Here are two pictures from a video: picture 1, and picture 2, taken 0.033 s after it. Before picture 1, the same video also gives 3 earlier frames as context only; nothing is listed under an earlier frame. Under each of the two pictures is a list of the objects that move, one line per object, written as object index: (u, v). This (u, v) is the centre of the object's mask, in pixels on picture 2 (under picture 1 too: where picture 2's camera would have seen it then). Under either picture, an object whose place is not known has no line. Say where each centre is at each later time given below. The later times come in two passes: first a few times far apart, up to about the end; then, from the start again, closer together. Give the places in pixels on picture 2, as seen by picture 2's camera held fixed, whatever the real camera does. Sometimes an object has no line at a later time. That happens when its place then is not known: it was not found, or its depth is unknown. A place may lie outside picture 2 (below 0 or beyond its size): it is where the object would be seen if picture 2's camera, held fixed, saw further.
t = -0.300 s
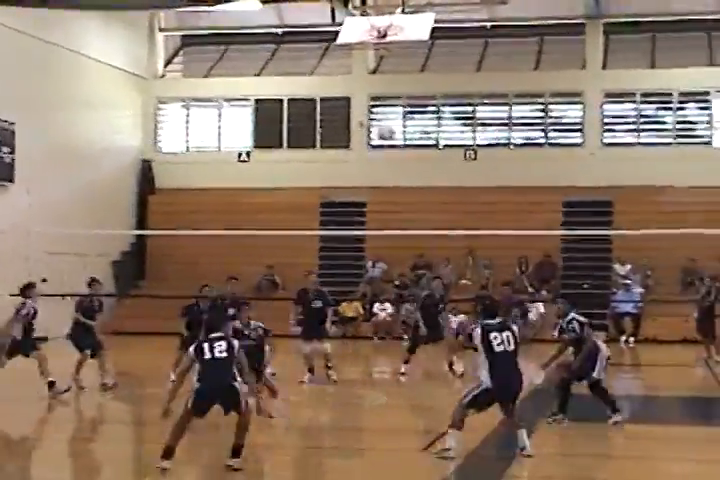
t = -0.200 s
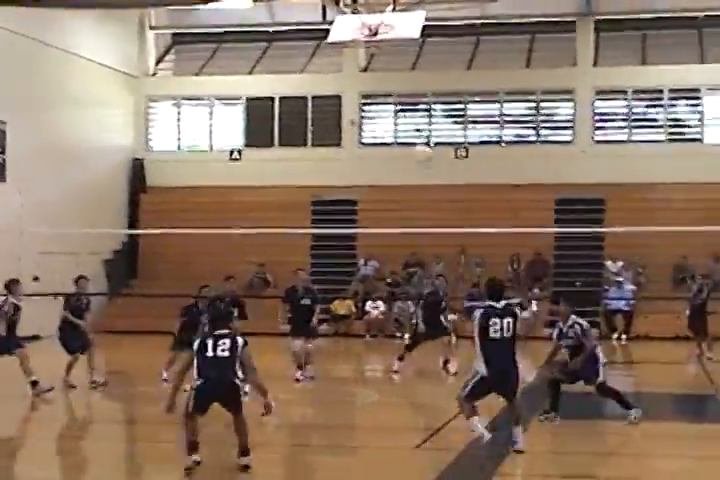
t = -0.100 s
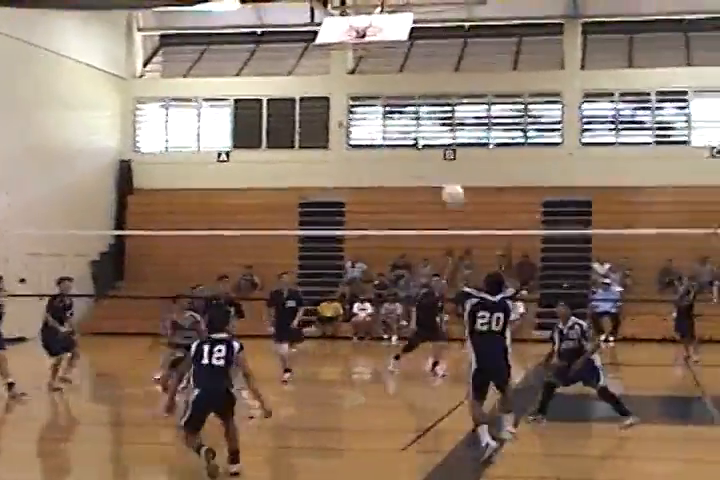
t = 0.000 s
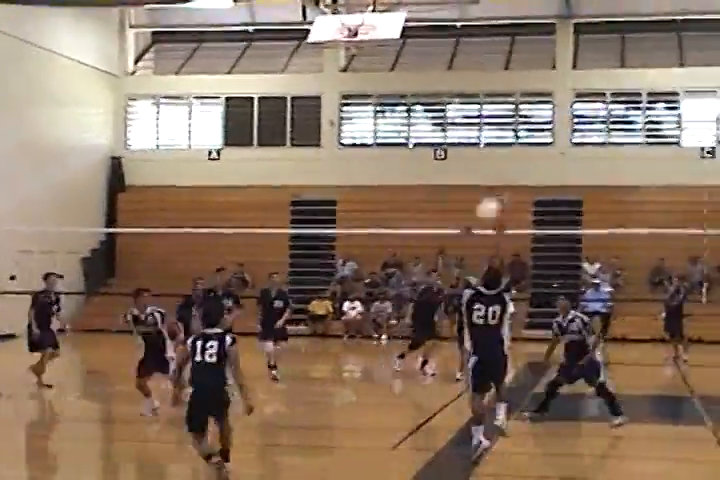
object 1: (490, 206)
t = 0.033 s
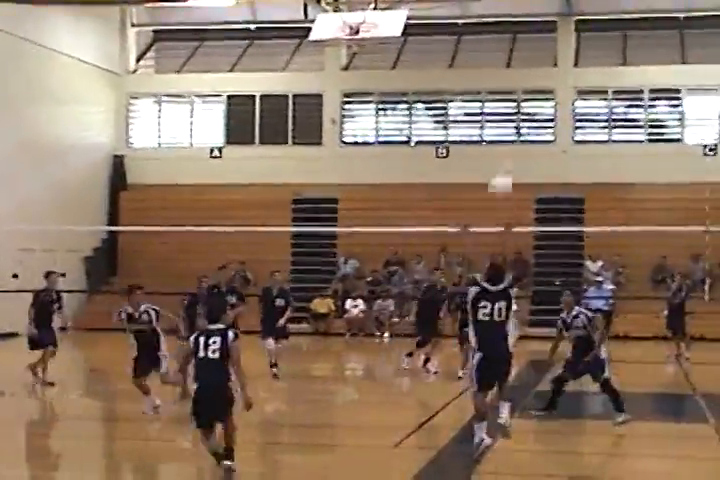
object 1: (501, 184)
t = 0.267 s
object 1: (575, 71)
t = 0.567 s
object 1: (660, 11)
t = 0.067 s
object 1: (512, 163)
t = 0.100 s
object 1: (522, 143)
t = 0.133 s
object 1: (532, 128)
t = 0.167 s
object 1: (540, 115)
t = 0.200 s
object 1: (550, 95)
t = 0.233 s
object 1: (564, 81)
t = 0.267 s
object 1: (575, 71)
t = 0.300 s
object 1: (582, 60)
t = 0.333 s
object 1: (593, 48)
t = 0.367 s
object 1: (603, 40)
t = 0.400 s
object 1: (613, 33)
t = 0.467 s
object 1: (632, 21)
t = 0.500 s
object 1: (641, 17)
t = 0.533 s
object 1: (650, 14)
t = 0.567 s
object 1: (660, 11)
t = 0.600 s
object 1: (668, 10)
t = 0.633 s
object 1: (678, 10)
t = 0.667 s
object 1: (687, 10)
